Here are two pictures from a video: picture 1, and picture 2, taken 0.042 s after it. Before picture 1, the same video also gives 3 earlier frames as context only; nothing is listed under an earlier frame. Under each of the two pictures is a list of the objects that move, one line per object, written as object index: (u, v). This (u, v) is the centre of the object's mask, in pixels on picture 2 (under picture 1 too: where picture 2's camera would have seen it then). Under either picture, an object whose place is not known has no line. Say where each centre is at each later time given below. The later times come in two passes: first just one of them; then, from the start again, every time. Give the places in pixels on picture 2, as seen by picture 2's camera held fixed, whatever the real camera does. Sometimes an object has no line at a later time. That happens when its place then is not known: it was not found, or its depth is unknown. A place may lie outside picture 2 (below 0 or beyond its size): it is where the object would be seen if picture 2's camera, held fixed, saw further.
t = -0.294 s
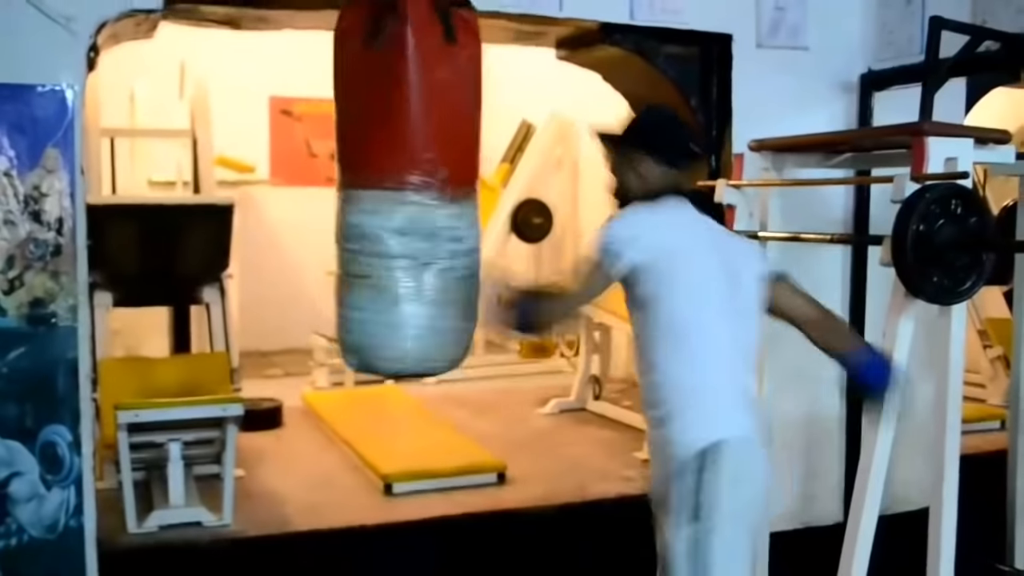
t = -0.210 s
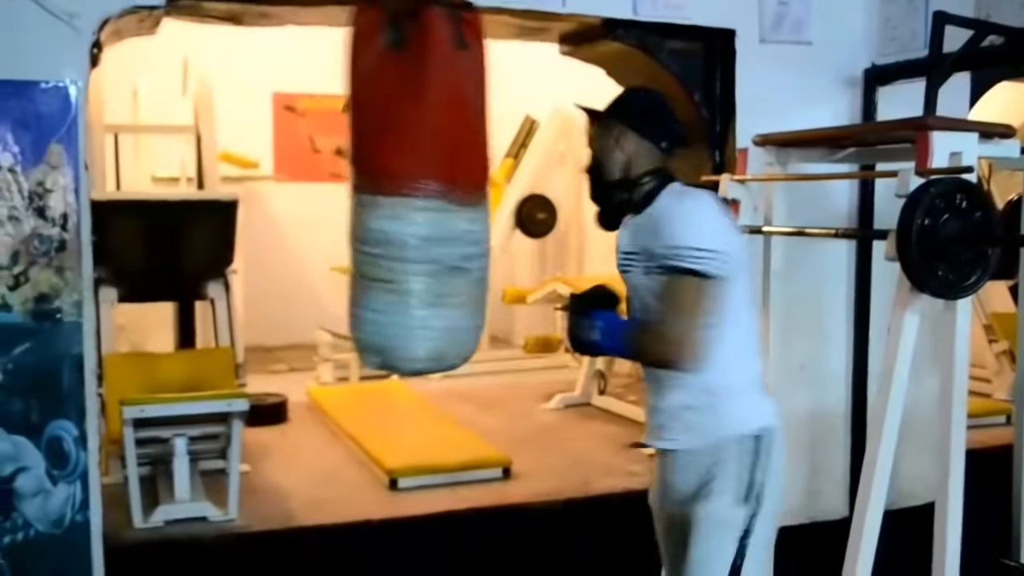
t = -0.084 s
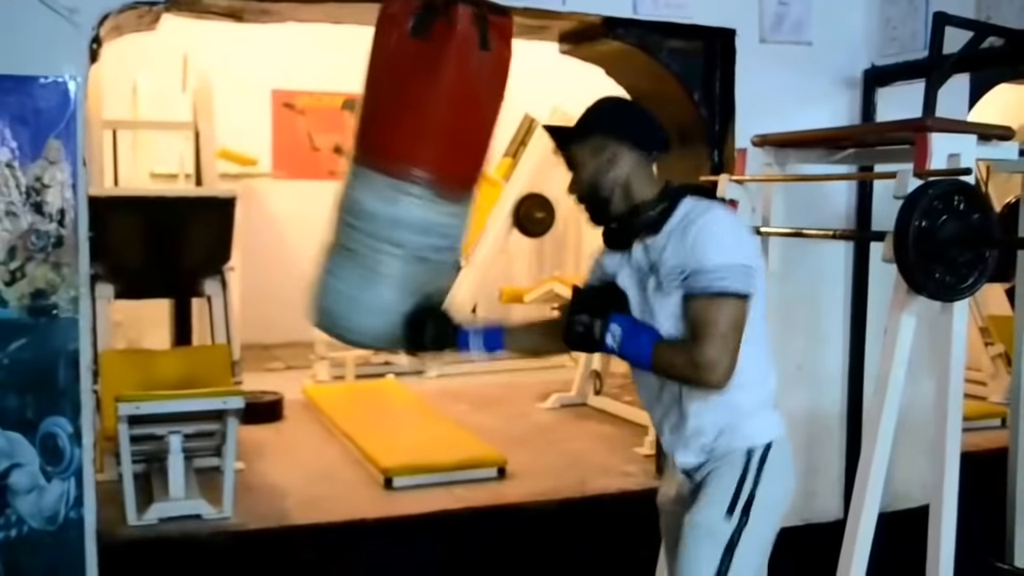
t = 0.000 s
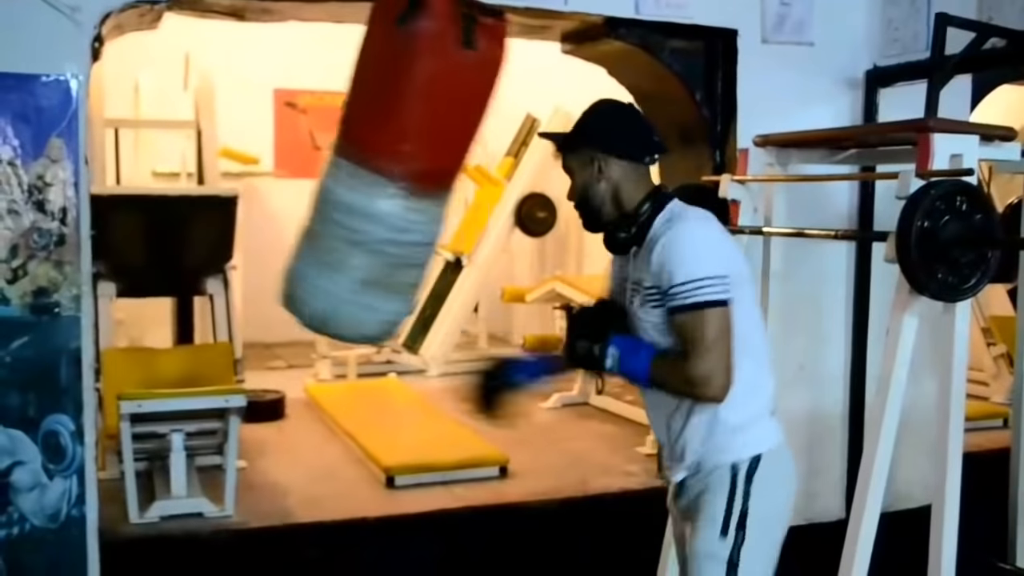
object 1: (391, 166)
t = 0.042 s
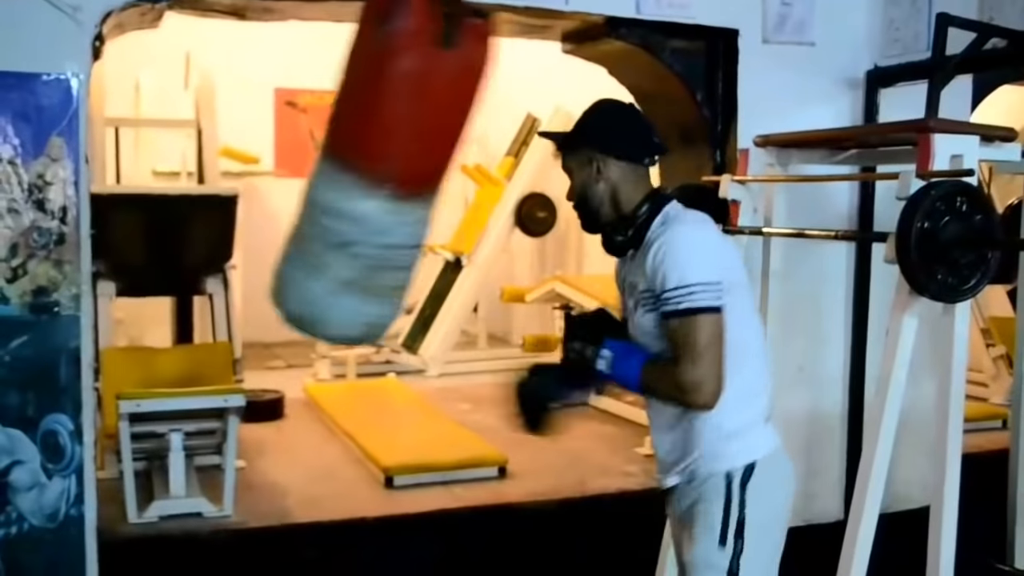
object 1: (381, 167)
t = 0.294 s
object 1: (338, 165)
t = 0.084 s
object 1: (366, 171)
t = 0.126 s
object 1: (352, 173)
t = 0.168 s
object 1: (343, 169)
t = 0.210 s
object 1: (340, 164)
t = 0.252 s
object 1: (338, 164)
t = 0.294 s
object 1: (338, 165)
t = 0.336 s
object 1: (337, 166)
